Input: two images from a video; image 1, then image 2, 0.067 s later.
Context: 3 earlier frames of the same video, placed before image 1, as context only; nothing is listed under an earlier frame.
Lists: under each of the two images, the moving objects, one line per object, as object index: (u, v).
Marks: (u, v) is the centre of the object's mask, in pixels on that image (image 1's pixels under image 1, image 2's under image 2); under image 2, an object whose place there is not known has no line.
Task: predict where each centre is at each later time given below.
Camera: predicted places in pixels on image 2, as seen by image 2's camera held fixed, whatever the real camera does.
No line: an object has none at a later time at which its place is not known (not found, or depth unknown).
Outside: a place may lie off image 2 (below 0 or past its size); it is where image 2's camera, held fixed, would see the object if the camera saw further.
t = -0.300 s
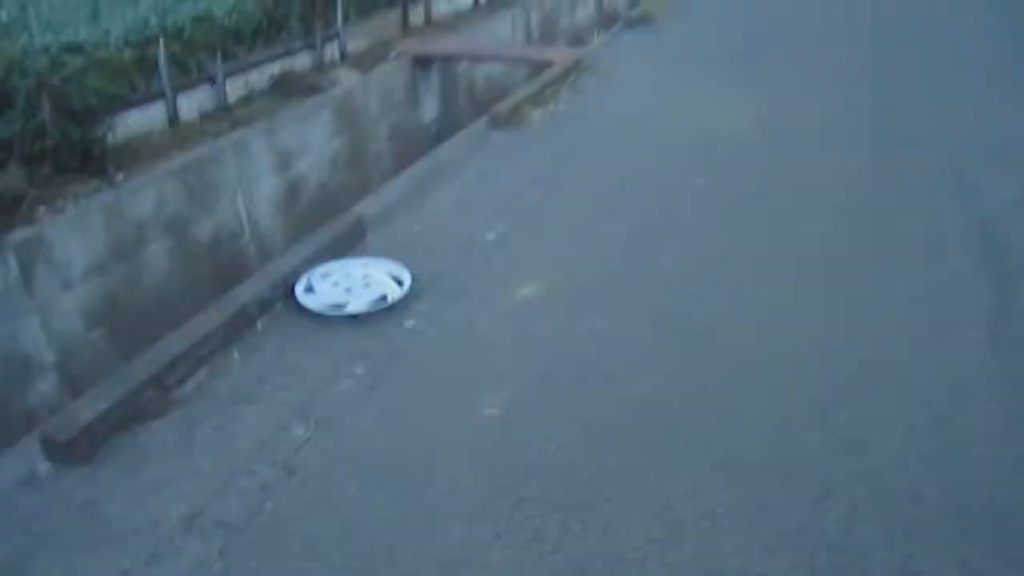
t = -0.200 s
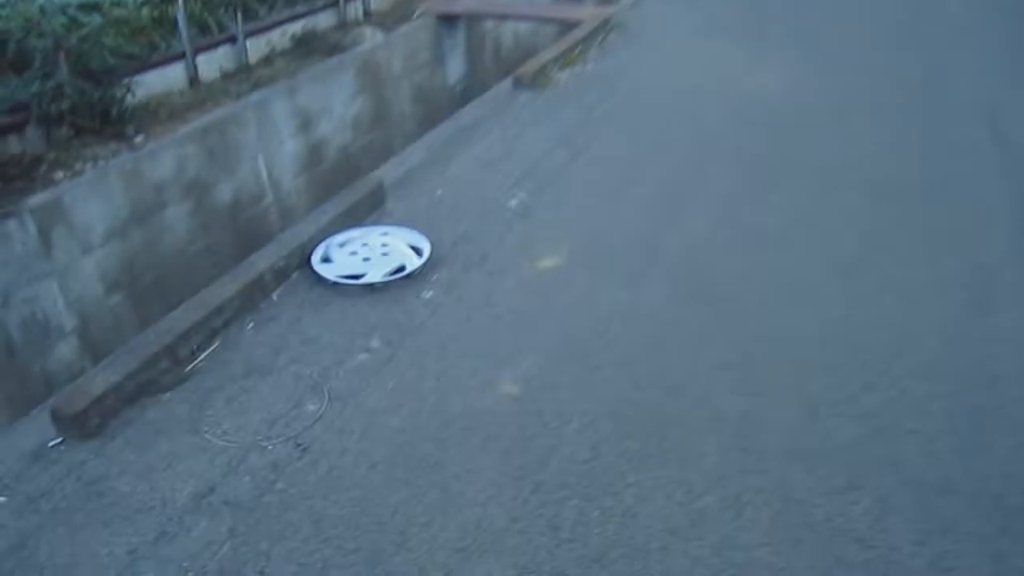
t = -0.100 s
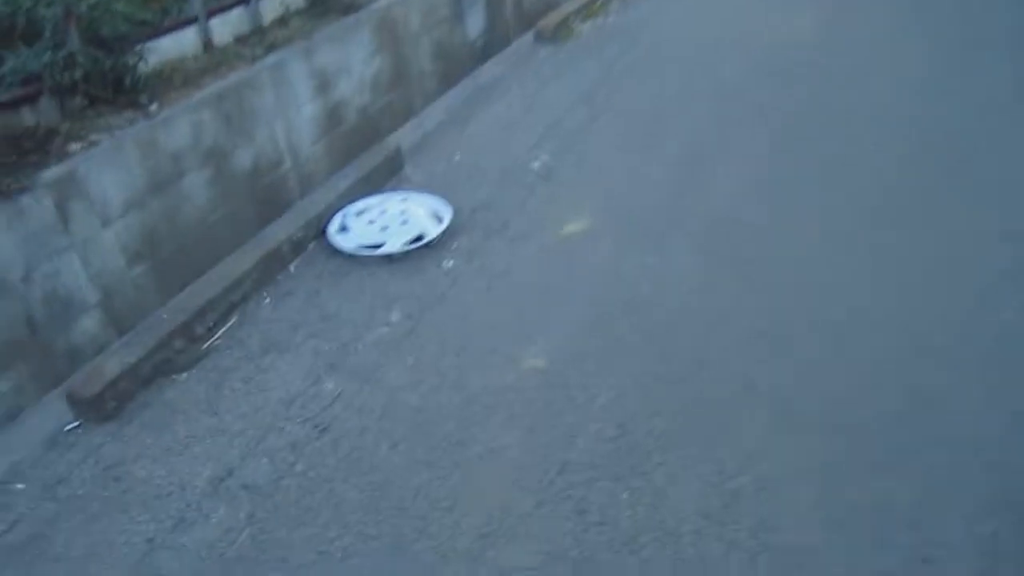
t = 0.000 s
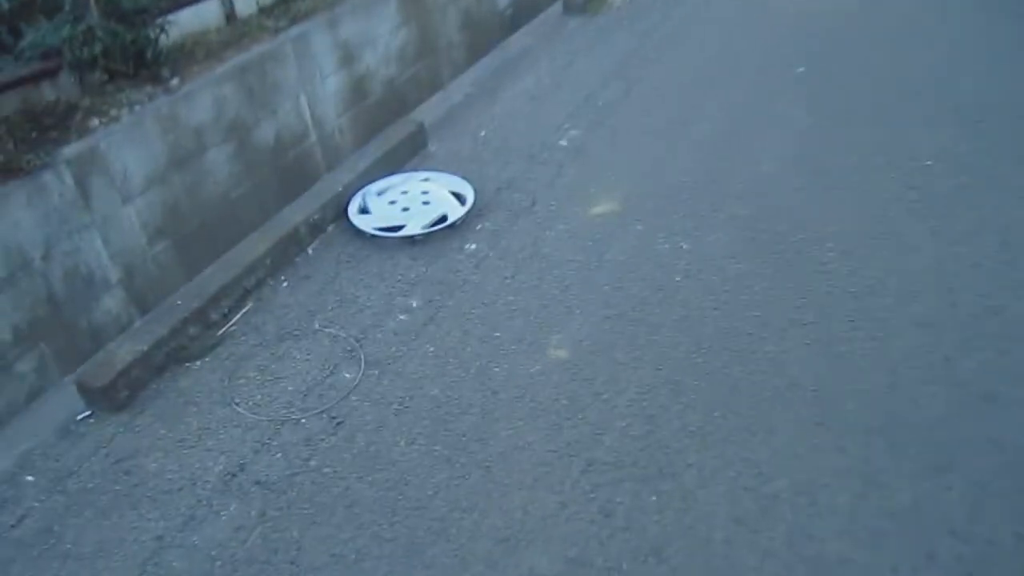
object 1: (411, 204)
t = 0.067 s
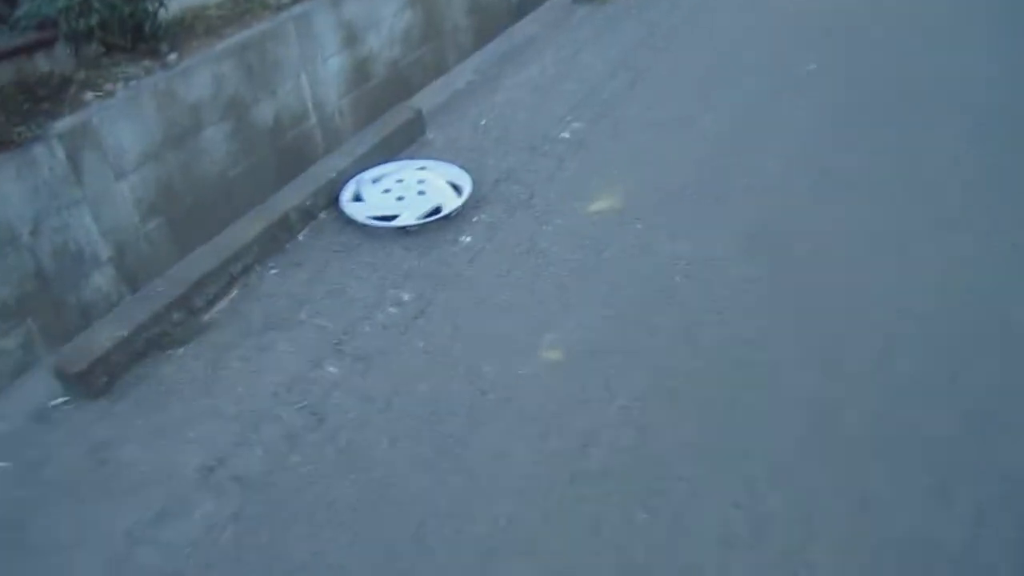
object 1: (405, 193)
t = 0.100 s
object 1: (405, 193)
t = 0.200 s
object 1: (406, 193)
